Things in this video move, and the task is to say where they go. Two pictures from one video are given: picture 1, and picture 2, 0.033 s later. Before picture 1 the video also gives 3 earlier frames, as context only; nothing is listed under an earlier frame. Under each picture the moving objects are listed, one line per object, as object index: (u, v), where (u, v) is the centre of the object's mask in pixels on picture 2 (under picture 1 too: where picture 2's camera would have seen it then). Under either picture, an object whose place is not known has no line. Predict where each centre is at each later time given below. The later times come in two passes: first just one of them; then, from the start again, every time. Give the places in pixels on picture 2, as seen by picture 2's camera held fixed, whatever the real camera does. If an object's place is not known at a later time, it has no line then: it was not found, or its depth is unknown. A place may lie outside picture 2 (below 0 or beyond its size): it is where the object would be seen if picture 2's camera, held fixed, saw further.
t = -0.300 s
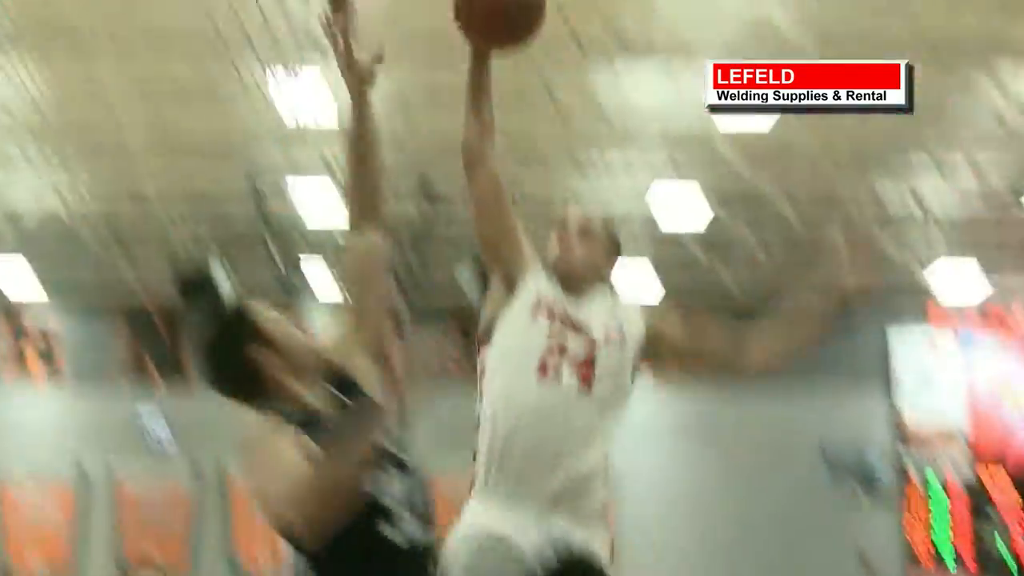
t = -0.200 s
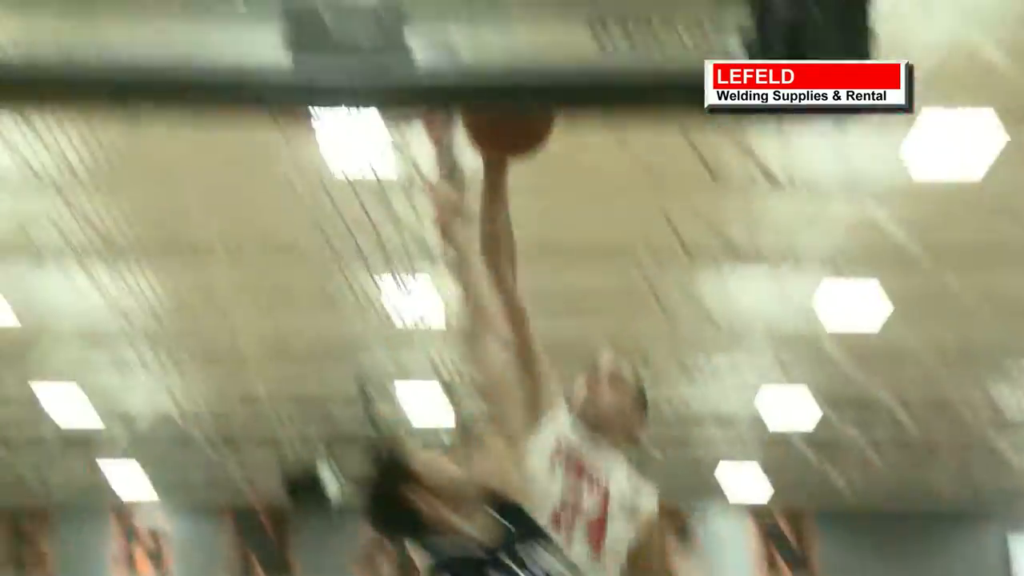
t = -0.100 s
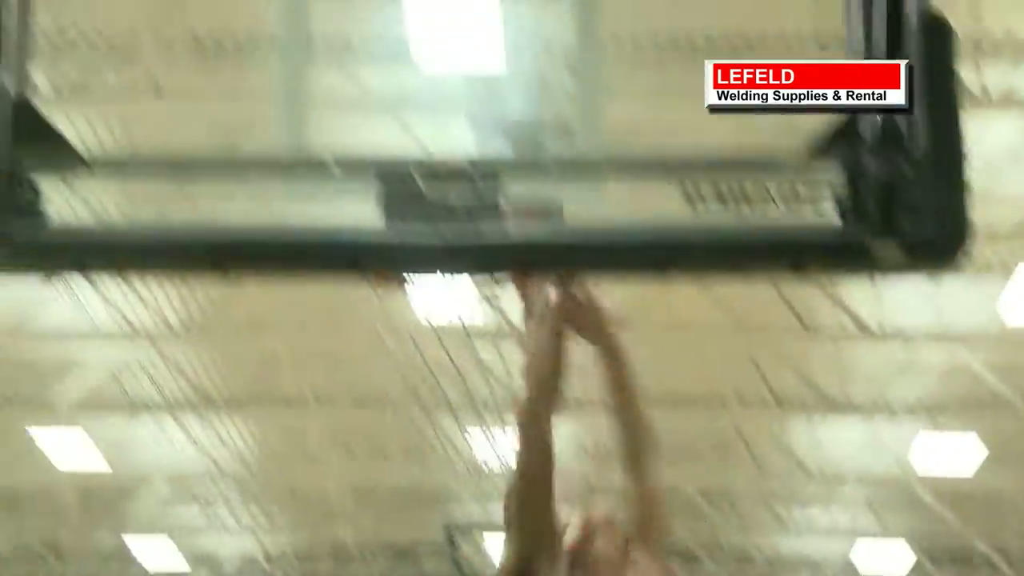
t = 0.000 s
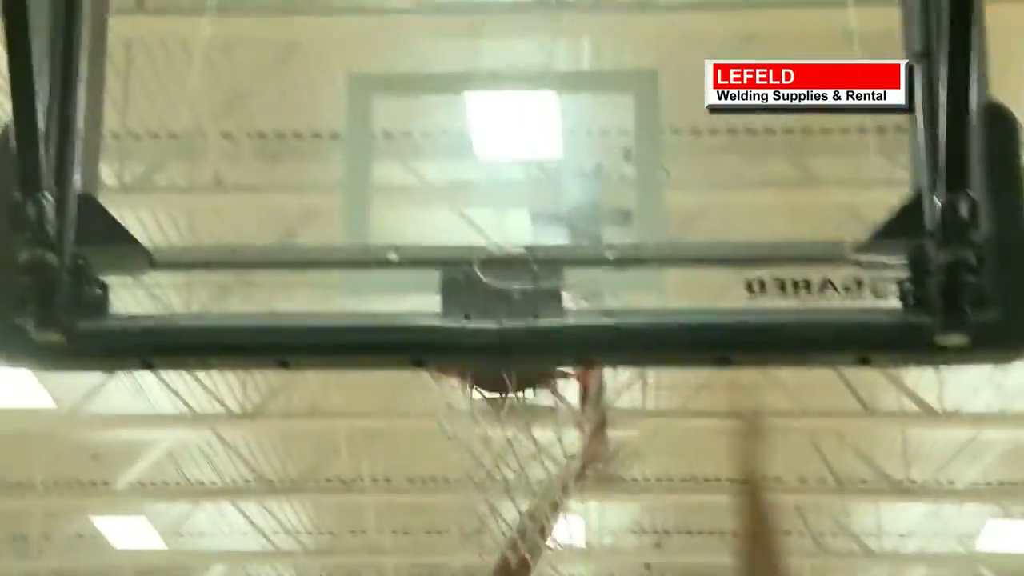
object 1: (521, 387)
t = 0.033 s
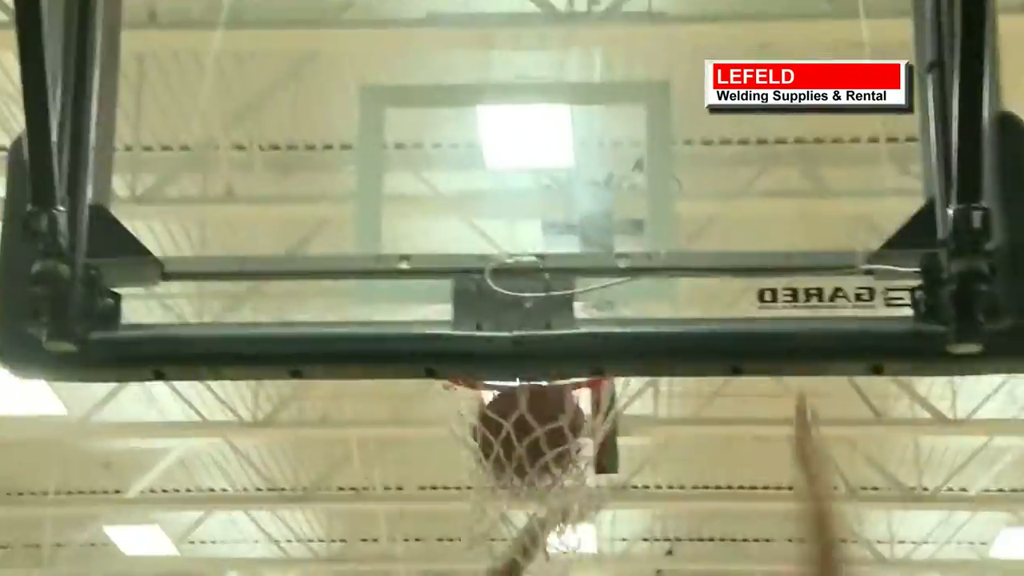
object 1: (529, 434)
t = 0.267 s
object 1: (530, 469)
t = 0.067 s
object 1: (533, 463)
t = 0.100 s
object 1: (539, 453)
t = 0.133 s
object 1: (538, 450)
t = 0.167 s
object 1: (534, 453)
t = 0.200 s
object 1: (534, 455)
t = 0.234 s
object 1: (532, 460)
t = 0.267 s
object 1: (530, 469)
